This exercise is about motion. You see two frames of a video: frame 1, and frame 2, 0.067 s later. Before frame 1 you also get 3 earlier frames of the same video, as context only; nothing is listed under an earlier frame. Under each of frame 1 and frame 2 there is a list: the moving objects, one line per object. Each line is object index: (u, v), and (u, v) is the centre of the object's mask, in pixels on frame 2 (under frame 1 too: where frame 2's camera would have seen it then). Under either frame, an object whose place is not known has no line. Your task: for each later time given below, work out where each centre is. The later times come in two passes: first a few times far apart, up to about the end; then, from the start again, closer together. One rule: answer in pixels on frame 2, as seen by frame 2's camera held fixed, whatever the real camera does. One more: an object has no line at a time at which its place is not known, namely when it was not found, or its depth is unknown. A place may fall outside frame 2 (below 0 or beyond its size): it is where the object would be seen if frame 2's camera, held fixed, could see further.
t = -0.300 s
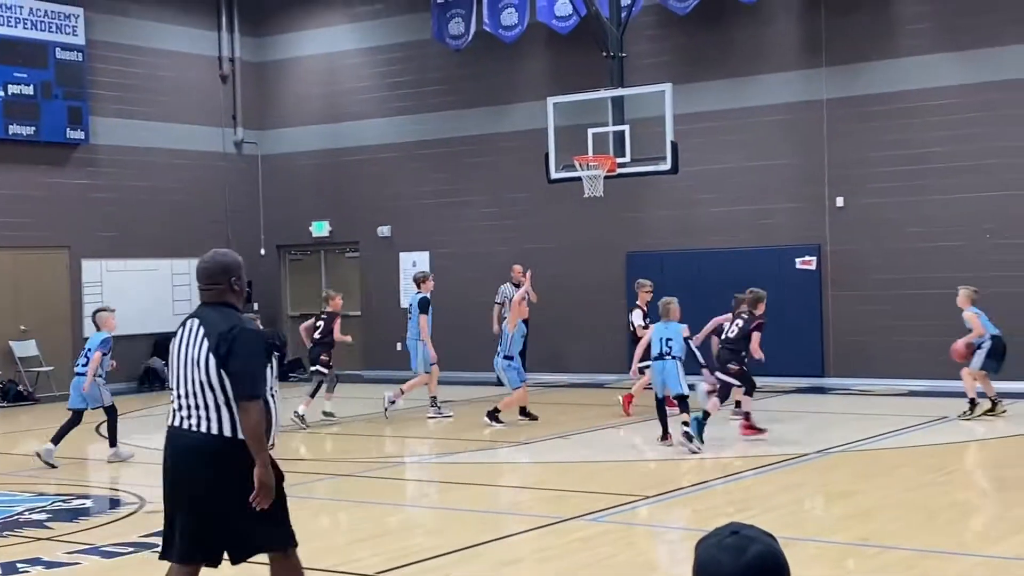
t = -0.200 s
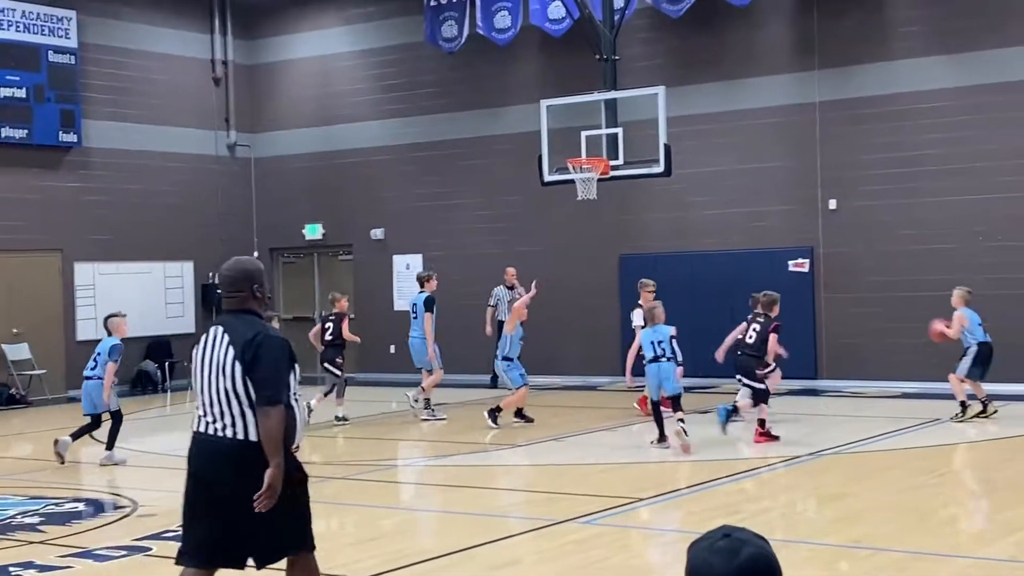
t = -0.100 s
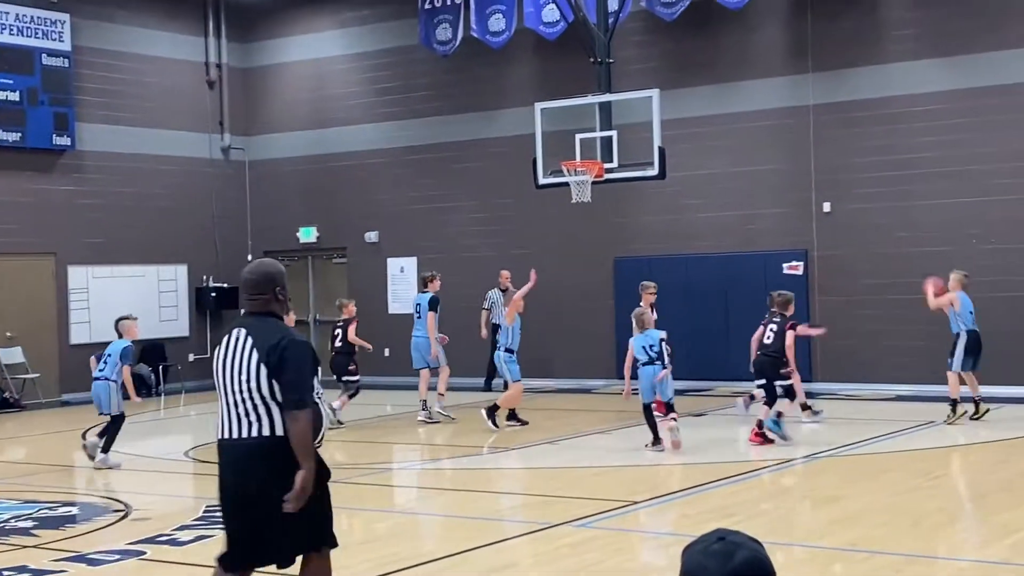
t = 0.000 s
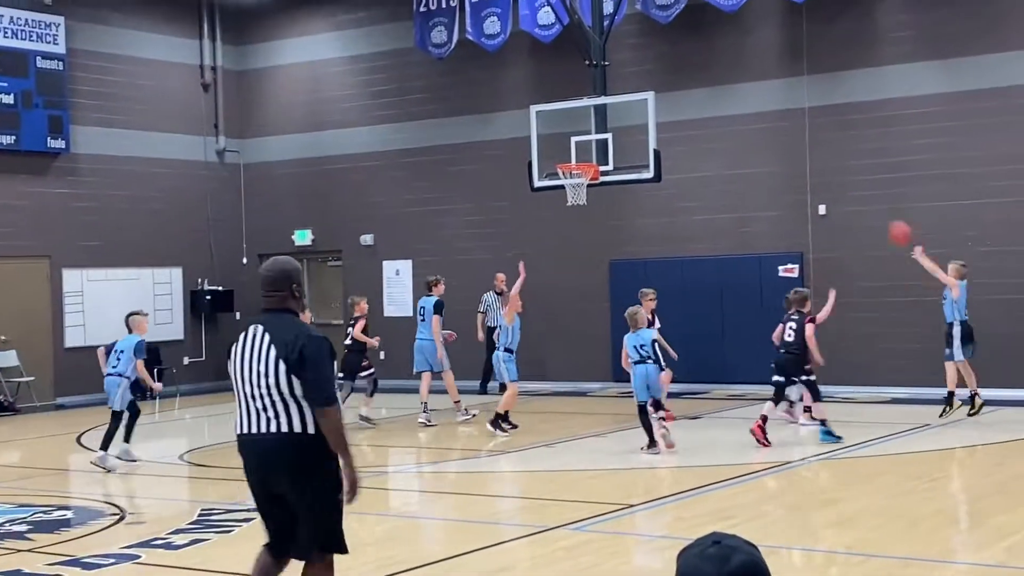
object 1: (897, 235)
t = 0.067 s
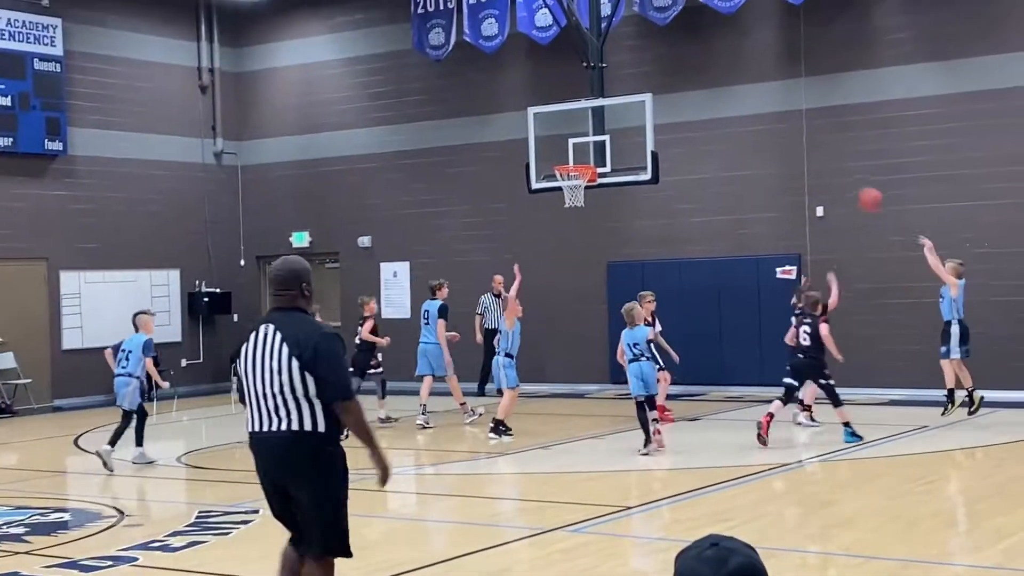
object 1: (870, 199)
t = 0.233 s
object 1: (809, 132)
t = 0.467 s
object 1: (730, 84)
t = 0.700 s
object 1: (660, 84)
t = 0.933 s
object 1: (597, 126)
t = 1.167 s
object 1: (568, 183)
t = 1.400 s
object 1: (581, 204)
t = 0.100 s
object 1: (857, 182)
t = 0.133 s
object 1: (844, 168)
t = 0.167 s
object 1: (833, 155)
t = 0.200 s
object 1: (820, 143)
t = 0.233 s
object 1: (809, 132)
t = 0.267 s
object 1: (797, 121)
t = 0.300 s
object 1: (785, 113)
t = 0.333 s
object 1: (774, 105)
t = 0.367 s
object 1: (763, 98)
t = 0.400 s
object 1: (752, 93)
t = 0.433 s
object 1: (741, 88)
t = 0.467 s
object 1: (730, 84)
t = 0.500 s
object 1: (719, 81)
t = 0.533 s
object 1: (709, 79)
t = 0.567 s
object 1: (698, 79)
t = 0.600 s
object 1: (688, 79)
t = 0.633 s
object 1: (679, 80)
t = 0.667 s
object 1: (669, 82)
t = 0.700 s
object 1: (660, 84)
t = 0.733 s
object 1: (651, 87)
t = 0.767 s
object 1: (642, 91)
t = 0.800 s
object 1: (633, 97)
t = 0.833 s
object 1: (624, 103)
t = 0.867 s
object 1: (614, 111)
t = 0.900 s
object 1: (605, 118)
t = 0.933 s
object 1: (597, 126)
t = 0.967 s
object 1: (589, 135)
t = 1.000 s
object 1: (580, 145)
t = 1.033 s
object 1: (572, 155)
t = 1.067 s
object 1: (565, 162)
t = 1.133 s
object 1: (566, 178)
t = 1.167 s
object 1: (568, 183)
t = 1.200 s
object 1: (571, 186)
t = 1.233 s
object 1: (575, 185)
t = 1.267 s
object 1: (576, 189)
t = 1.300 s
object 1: (577, 189)
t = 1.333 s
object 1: (578, 195)
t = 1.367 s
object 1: (579, 198)
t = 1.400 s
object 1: (581, 204)
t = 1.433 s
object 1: (581, 210)
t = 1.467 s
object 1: (582, 217)
